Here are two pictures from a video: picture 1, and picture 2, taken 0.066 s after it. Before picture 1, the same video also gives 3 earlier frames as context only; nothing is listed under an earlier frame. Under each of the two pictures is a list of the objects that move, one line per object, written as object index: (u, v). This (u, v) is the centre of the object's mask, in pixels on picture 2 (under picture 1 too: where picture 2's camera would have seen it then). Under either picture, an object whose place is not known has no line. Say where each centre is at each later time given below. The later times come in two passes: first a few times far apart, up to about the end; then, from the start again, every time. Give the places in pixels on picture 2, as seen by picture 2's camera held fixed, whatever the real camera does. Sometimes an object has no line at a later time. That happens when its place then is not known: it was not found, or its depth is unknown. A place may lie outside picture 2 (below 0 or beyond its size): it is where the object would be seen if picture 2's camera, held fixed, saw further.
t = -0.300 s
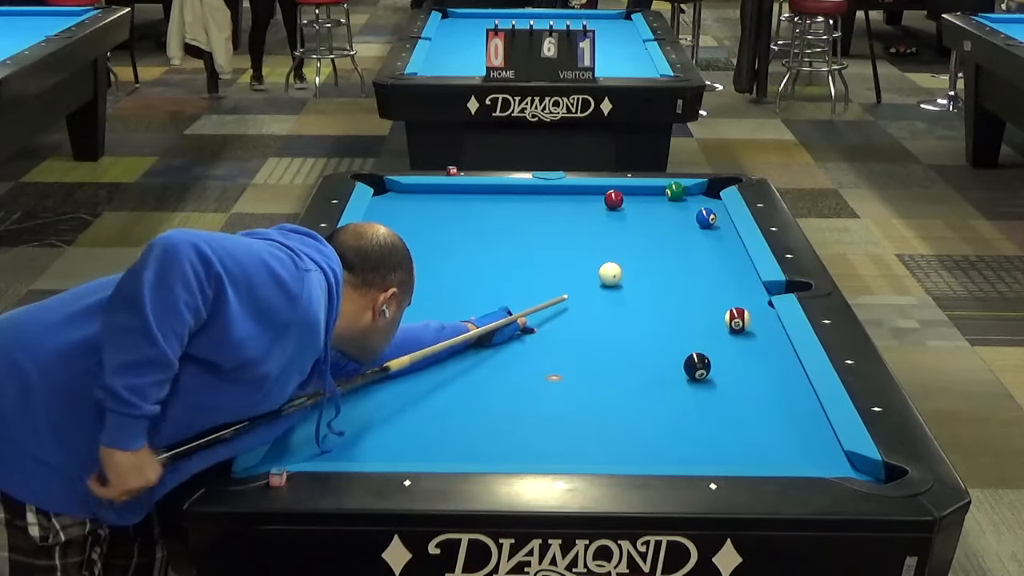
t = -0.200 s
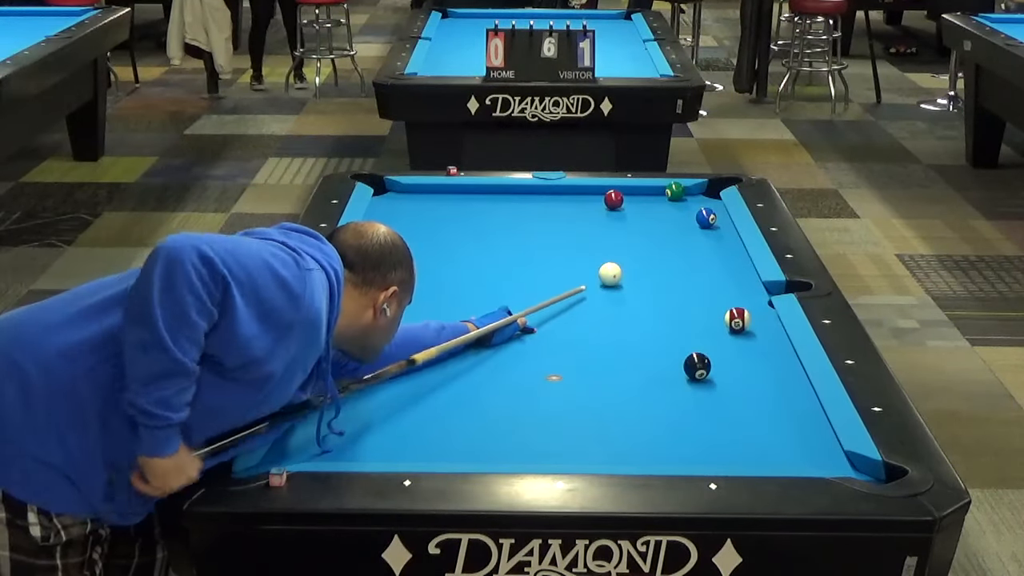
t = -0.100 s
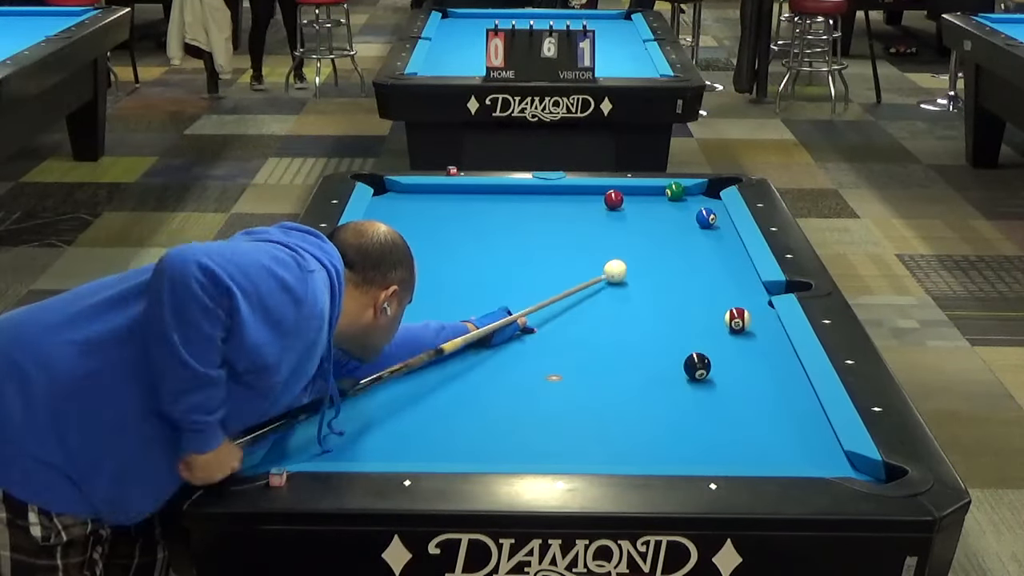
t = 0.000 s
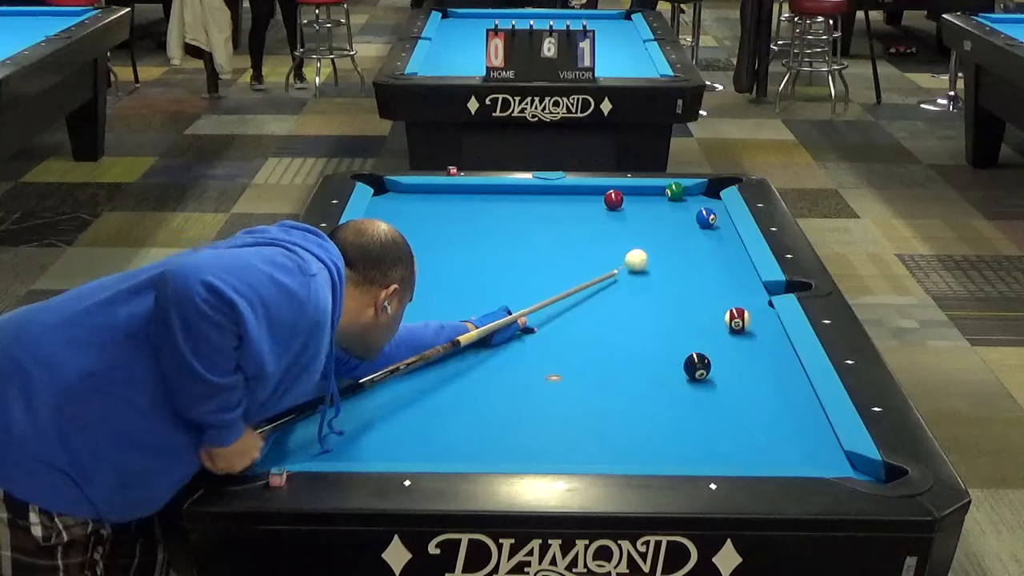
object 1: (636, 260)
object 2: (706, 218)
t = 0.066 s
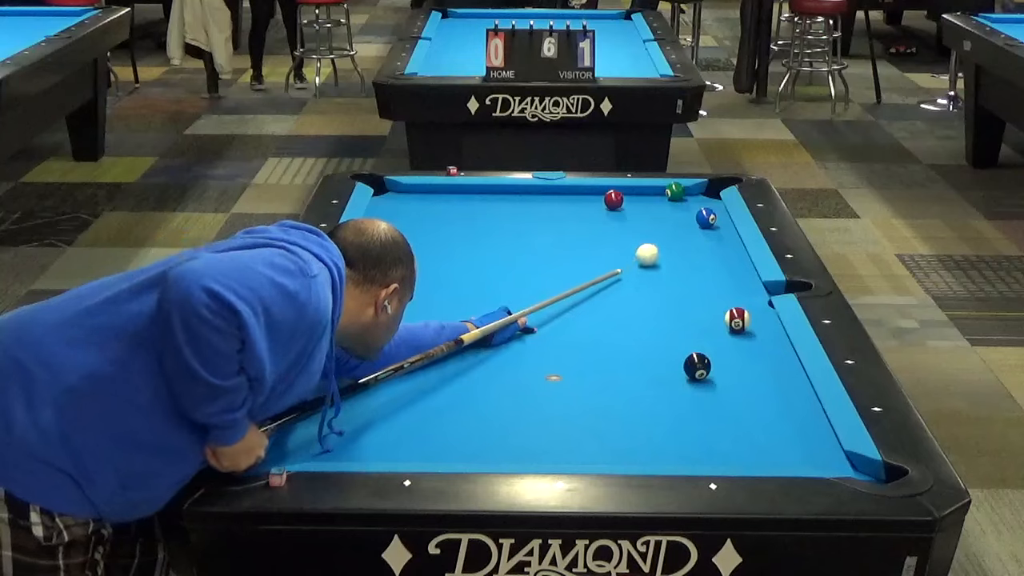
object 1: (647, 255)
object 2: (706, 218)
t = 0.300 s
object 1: (676, 239)
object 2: (706, 218)
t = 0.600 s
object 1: (709, 223)
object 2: (704, 211)
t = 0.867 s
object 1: (714, 218)
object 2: (706, 204)
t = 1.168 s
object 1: (697, 212)
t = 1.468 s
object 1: (682, 207)
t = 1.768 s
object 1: (668, 202)
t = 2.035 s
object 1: (657, 199)
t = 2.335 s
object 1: (647, 196)
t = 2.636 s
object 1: (639, 193)
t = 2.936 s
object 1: (632, 191)
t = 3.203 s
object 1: (627, 189)
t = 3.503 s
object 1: (625, 189)
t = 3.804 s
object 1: (624, 189)
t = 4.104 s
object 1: (624, 189)
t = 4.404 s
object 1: (624, 189)
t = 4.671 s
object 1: (624, 189)
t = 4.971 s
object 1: (624, 189)
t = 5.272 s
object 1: (624, 189)
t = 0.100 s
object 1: (652, 252)
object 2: (706, 218)
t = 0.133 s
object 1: (655, 250)
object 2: (706, 218)
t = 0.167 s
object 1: (660, 247)
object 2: (706, 218)
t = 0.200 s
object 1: (664, 245)
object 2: (706, 218)
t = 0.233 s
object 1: (668, 243)
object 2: (706, 218)
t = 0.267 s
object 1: (672, 241)
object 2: (706, 218)
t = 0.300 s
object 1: (676, 239)
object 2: (706, 218)
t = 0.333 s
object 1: (680, 237)
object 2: (706, 218)
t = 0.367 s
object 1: (684, 235)
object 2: (706, 218)
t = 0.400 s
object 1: (687, 233)
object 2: (706, 218)
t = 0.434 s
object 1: (691, 231)
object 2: (706, 217)
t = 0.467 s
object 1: (695, 229)
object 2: (707, 216)
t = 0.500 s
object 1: (699, 227)
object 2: (708, 215)
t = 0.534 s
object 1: (702, 225)
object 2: (708, 214)
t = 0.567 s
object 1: (706, 223)
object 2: (706, 212)
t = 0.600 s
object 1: (709, 223)
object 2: (704, 211)
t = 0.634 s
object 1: (712, 222)
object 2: (704, 211)
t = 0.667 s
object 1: (715, 222)
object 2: (704, 211)
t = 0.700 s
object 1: (718, 221)
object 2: (706, 211)
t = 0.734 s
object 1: (721, 221)
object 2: (706, 211)
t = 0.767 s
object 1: (720, 221)
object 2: (706, 209)
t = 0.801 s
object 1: (718, 220)
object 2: (706, 208)
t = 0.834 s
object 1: (716, 219)
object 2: (706, 206)
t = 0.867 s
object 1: (714, 218)
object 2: (706, 204)
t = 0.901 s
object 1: (712, 218)
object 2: (707, 202)
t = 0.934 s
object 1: (710, 217)
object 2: (708, 201)
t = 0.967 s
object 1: (708, 216)
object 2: (708, 200)
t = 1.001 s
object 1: (706, 216)
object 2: (708, 199)
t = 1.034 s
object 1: (705, 215)
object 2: (709, 199)
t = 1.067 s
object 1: (702, 214)
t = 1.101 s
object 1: (701, 213)
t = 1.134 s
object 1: (699, 213)
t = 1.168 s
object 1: (697, 212)
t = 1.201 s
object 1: (695, 212)
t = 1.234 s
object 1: (693, 211)
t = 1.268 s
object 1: (691, 210)
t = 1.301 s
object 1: (690, 210)
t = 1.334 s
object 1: (688, 209)
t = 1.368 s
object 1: (687, 209)
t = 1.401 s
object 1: (685, 208)
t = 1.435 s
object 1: (683, 208)
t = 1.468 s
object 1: (682, 207)
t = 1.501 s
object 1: (680, 207)
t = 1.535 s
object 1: (678, 206)
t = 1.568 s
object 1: (677, 206)
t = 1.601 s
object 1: (675, 205)
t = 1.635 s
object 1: (674, 204)
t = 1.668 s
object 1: (672, 204)
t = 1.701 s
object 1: (671, 204)
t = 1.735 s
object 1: (669, 203)
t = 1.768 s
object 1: (668, 202)
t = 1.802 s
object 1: (666, 202)
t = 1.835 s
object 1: (665, 202)
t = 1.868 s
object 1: (664, 201)
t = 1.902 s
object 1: (662, 201)
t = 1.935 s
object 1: (661, 200)
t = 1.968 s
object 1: (660, 200)
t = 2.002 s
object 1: (659, 200)
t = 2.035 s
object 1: (657, 199)
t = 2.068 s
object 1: (656, 199)
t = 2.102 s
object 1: (655, 198)
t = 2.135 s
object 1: (654, 198)
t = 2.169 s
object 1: (652, 198)
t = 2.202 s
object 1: (651, 197)
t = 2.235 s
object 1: (650, 197)
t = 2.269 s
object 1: (649, 197)
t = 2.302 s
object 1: (648, 196)
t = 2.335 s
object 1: (647, 196)
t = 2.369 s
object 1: (646, 196)
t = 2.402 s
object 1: (645, 195)
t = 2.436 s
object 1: (644, 195)
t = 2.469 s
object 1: (643, 195)
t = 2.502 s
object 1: (642, 194)
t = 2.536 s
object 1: (641, 194)
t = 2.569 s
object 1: (640, 194)
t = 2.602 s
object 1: (639, 193)
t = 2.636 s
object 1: (639, 193)
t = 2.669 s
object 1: (638, 193)
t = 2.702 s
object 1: (637, 193)
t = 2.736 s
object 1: (636, 192)
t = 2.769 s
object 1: (635, 192)
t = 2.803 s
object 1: (635, 192)
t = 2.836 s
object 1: (634, 192)
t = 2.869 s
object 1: (633, 191)
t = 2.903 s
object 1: (633, 191)
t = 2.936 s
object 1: (632, 191)
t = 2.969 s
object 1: (631, 191)
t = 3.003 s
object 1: (630, 190)
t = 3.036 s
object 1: (630, 190)
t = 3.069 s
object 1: (629, 190)
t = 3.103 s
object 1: (629, 190)
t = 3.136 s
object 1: (628, 190)
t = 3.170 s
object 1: (627, 189)
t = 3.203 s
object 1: (627, 189)
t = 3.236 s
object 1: (627, 189)
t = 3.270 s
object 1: (626, 189)
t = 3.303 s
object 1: (626, 189)
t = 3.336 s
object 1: (626, 189)
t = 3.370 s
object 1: (625, 189)
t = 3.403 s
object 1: (625, 189)
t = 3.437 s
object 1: (625, 189)
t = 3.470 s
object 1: (625, 189)
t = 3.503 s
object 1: (625, 189)
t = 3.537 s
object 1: (625, 189)
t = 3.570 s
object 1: (625, 189)
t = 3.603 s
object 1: (624, 189)
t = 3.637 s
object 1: (624, 189)
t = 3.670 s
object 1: (624, 189)
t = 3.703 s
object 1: (624, 189)
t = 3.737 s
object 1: (624, 189)
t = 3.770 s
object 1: (624, 188)
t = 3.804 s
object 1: (624, 189)
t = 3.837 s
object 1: (624, 188)
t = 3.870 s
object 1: (624, 188)
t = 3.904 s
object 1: (624, 189)
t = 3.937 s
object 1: (624, 189)
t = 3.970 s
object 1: (624, 189)
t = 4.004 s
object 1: (624, 189)
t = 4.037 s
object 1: (624, 188)
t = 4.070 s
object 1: (624, 189)
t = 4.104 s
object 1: (624, 189)
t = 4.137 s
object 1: (624, 189)
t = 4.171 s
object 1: (624, 189)
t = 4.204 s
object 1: (624, 189)
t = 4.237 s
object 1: (624, 188)
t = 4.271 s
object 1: (624, 189)
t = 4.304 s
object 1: (624, 189)
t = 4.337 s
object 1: (624, 189)
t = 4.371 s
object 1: (624, 189)
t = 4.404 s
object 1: (624, 189)
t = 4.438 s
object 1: (624, 189)
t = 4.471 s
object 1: (624, 189)
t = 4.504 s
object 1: (624, 189)
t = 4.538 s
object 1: (624, 189)
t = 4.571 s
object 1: (624, 189)
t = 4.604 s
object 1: (624, 189)
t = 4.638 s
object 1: (624, 189)
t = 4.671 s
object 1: (624, 189)
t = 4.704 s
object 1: (624, 189)
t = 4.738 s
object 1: (624, 189)
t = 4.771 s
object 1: (624, 189)
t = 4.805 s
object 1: (624, 189)
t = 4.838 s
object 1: (624, 189)
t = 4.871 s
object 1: (624, 189)
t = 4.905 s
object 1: (624, 189)
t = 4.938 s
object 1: (624, 189)
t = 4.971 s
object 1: (624, 189)
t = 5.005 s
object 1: (624, 189)
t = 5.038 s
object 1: (624, 189)
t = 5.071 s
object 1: (624, 189)
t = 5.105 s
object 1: (624, 189)
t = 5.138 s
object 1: (624, 189)
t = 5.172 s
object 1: (624, 189)
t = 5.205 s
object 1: (624, 189)
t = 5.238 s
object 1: (624, 189)
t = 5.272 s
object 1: (624, 189)
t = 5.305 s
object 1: (624, 188)
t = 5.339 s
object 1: (624, 189)
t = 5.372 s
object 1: (624, 189)
